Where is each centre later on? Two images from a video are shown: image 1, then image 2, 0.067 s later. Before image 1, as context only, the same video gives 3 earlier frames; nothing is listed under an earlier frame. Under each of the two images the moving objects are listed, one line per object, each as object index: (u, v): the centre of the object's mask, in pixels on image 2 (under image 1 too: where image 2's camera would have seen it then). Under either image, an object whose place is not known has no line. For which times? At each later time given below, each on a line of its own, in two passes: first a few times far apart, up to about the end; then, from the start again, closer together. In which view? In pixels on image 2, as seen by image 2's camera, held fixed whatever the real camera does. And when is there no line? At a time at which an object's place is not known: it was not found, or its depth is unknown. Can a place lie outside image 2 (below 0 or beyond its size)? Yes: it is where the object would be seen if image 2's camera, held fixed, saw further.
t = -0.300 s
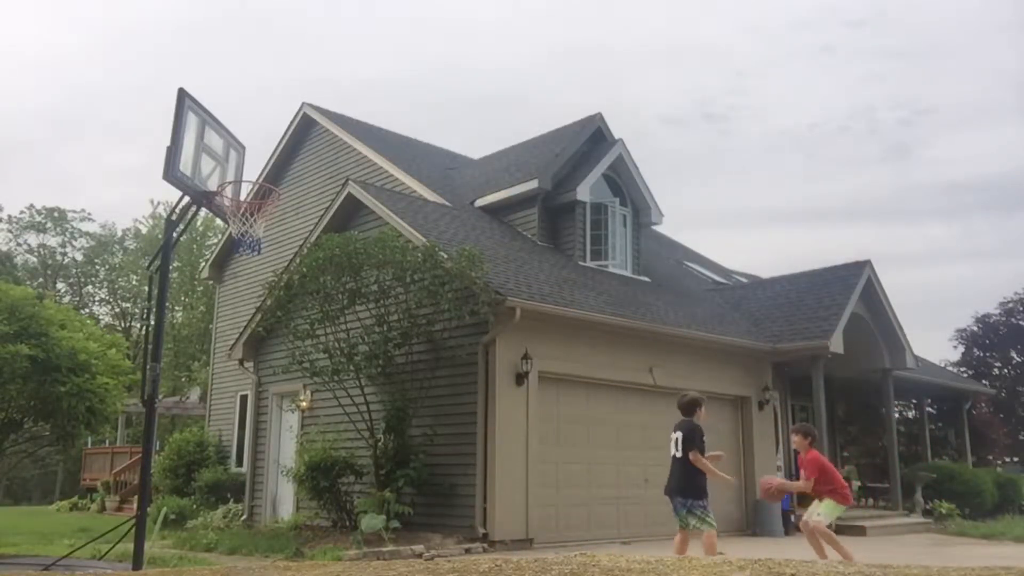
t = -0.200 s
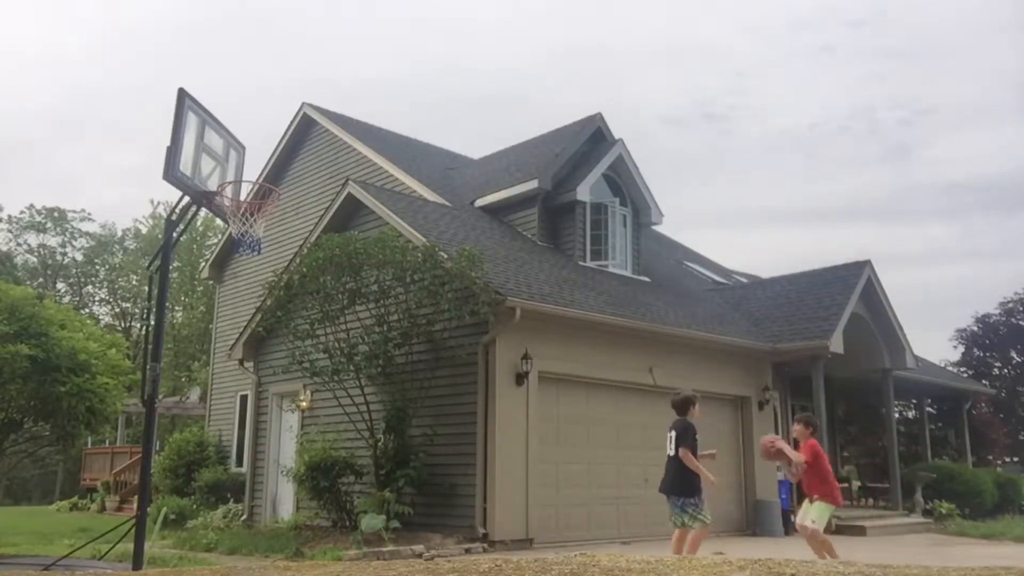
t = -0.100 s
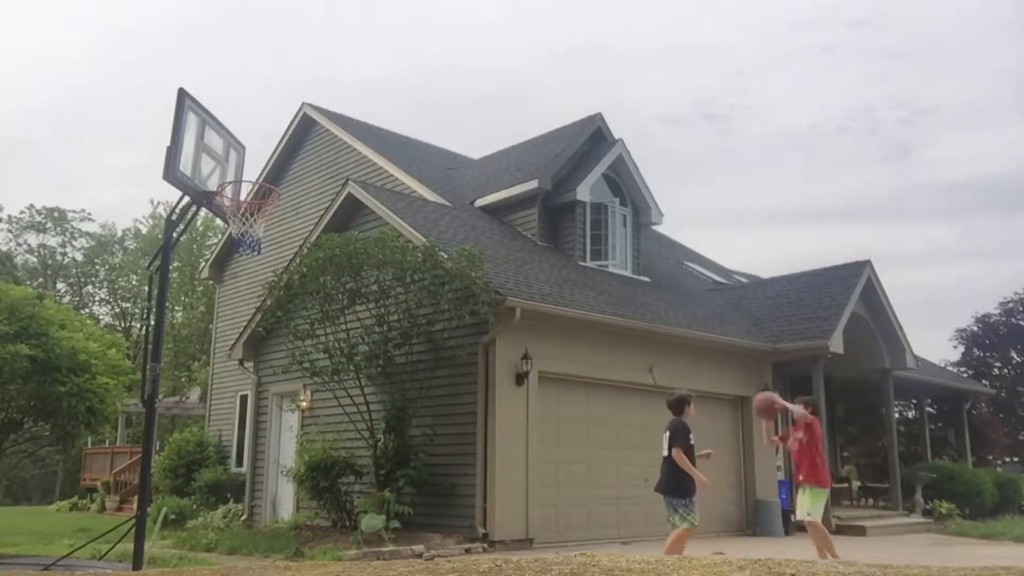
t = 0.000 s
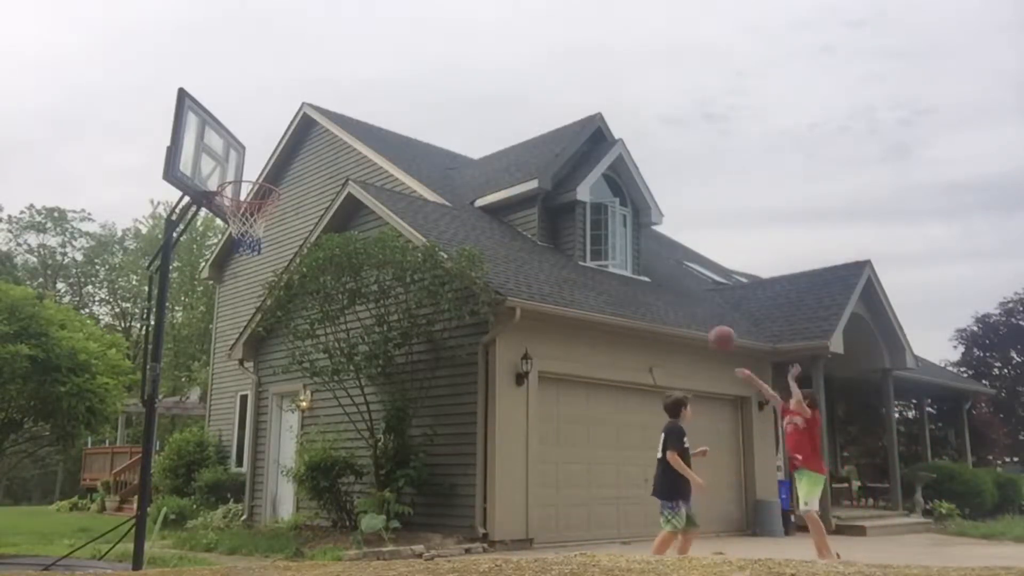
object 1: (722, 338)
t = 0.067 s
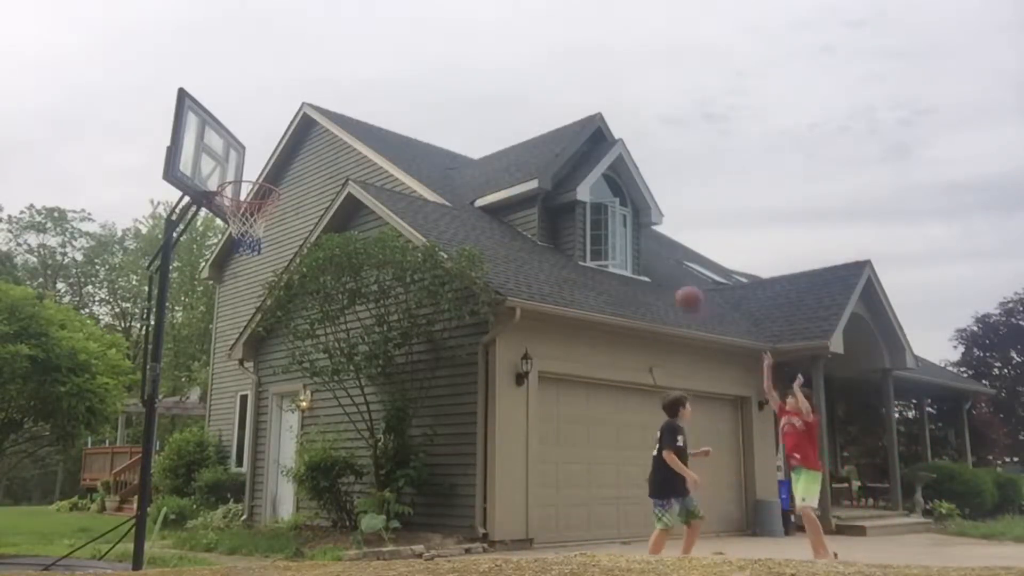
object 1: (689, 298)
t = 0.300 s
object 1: (575, 197)
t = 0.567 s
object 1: (442, 143)
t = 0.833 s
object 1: (288, 170)
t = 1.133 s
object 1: (76, 325)
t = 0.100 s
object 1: (673, 280)
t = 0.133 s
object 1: (656, 264)
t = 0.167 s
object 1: (640, 248)
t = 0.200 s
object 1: (625, 235)
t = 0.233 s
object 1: (608, 221)
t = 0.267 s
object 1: (592, 209)
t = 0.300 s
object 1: (575, 197)
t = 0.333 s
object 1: (559, 186)
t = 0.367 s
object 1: (543, 175)
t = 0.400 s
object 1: (526, 167)
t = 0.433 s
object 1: (510, 163)
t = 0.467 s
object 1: (493, 154)
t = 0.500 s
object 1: (476, 149)
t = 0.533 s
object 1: (459, 145)
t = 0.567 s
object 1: (442, 143)
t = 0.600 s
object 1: (424, 142)
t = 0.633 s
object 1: (406, 141)
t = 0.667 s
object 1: (386, 142)
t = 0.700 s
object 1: (368, 145)
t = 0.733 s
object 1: (349, 149)
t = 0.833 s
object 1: (288, 170)
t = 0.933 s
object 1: (223, 206)
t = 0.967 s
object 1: (201, 220)
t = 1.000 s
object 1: (179, 237)
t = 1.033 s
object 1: (153, 256)
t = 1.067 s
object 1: (128, 277)
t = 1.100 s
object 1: (102, 300)
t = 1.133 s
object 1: (76, 325)
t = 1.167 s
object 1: (49, 352)
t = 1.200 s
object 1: (21, 382)
